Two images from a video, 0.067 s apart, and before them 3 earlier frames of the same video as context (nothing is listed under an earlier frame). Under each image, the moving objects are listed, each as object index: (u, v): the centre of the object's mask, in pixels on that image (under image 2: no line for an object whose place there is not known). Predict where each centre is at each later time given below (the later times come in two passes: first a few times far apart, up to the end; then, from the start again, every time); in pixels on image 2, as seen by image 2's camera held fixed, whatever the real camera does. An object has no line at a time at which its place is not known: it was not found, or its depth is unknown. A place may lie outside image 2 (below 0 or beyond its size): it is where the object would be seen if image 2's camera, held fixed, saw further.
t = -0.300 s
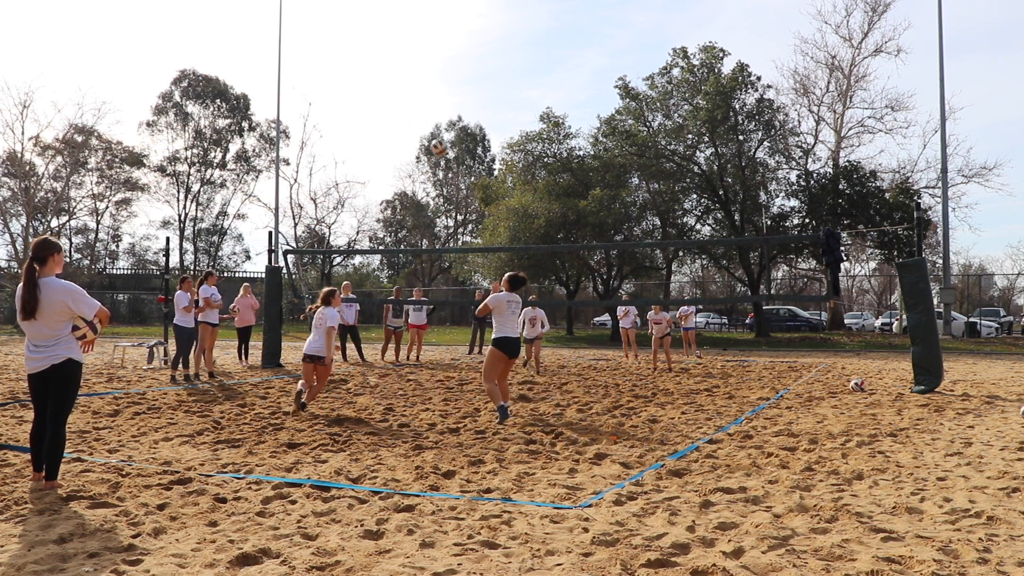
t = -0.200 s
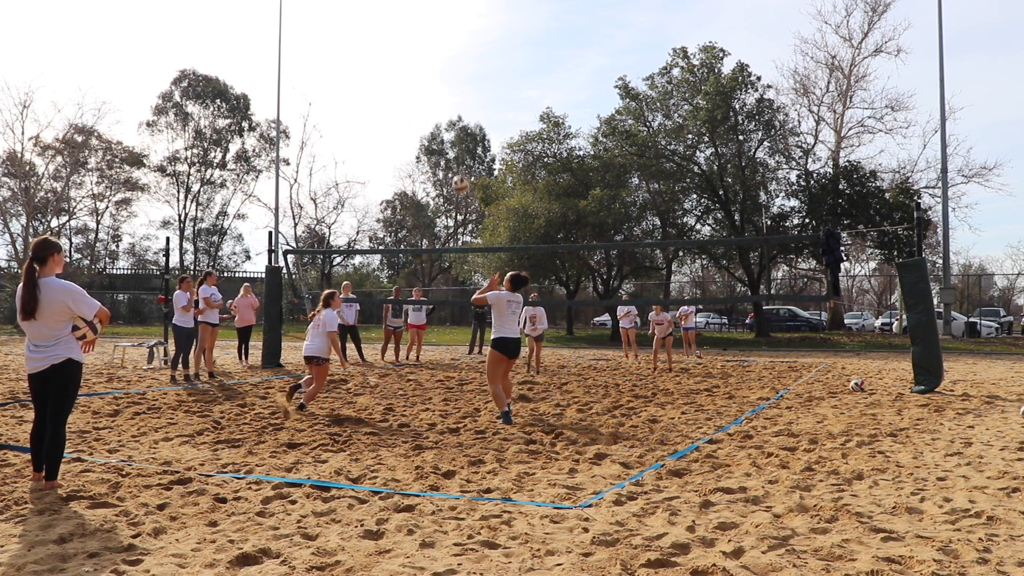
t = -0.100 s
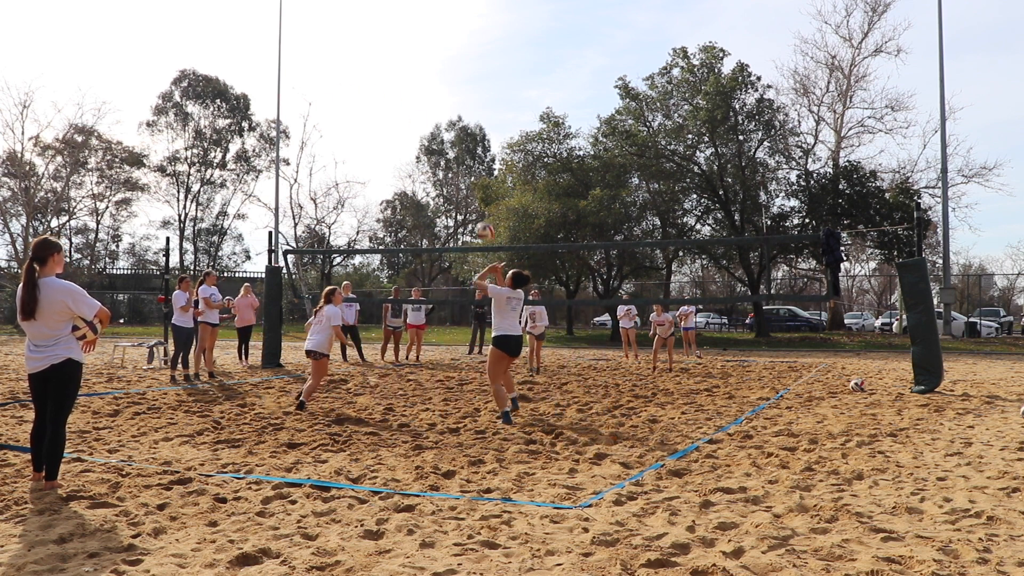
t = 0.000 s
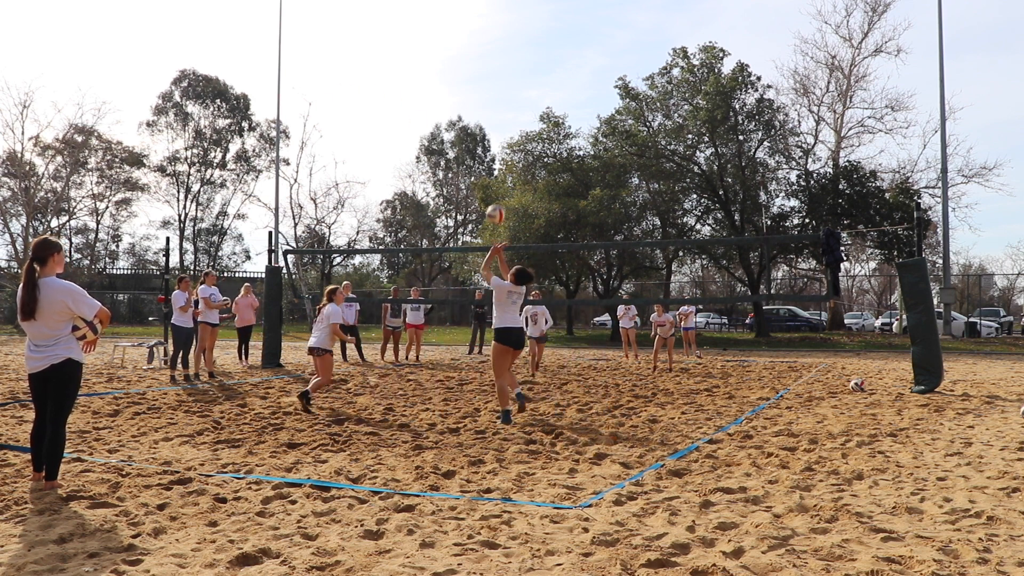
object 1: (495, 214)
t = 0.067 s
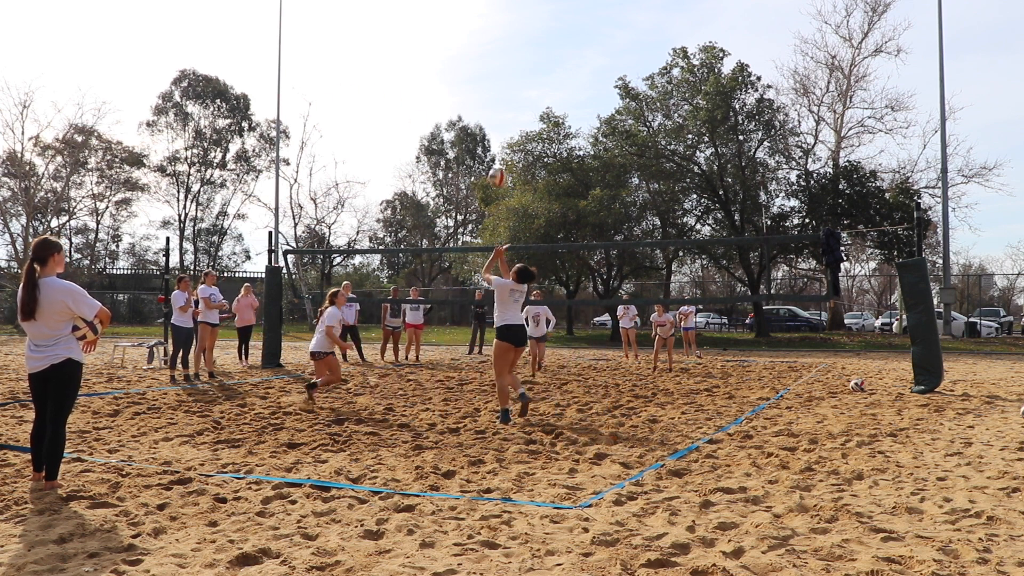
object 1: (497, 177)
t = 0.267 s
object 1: (502, 90)
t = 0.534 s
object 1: (508, 28)
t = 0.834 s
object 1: (514, 25)
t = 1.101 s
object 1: (519, 81)
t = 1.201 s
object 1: (522, 117)
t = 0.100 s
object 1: (498, 160)
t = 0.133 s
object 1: (499, 144)
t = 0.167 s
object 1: (500, 129)
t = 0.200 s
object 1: (501, 115)
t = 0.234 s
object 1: (502, 102)
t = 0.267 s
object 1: (502, 90)
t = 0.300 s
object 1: (503, 79)
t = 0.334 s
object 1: (504, 69)
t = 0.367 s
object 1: (504, 60)
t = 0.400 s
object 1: (505, 52)
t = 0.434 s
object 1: (506, 45)
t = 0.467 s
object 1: (506, 38)
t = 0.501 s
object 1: (507, 33)
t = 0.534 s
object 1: (508, 28)
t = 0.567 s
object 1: (509, 24)
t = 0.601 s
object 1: (509, 21)
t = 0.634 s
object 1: (510, 19)
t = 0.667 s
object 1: (510, 18)
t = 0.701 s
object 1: (511, 18)
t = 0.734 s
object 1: (512, 18)
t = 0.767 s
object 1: (512, 20)
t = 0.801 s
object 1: (513, 22)
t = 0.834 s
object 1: (514, 25)
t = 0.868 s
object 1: (514, 29)
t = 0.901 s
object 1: (515, 34)
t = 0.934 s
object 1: (516, 40)
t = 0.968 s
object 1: (516, 46)
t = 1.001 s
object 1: (517, 54)
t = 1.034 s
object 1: (518, 62)
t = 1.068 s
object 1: (519, 71)
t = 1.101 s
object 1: (519, 81)
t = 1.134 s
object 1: (520, 92)
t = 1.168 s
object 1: (521, 104)
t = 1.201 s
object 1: (522, 117)
